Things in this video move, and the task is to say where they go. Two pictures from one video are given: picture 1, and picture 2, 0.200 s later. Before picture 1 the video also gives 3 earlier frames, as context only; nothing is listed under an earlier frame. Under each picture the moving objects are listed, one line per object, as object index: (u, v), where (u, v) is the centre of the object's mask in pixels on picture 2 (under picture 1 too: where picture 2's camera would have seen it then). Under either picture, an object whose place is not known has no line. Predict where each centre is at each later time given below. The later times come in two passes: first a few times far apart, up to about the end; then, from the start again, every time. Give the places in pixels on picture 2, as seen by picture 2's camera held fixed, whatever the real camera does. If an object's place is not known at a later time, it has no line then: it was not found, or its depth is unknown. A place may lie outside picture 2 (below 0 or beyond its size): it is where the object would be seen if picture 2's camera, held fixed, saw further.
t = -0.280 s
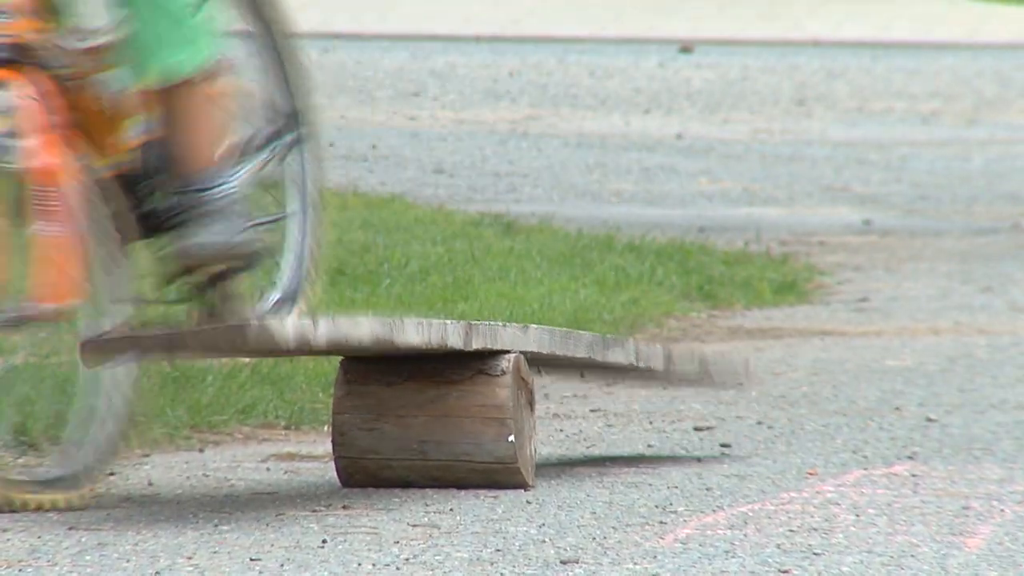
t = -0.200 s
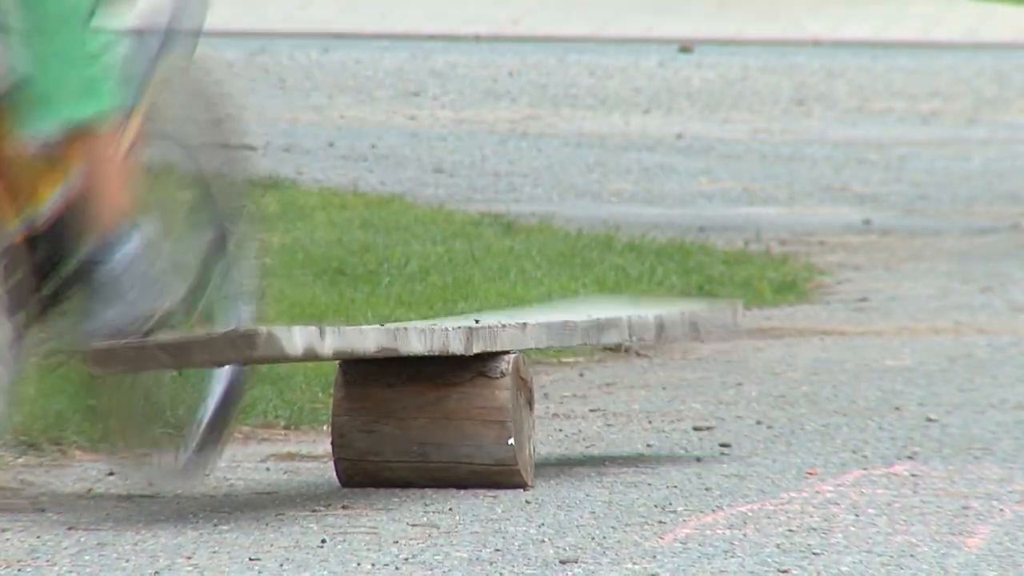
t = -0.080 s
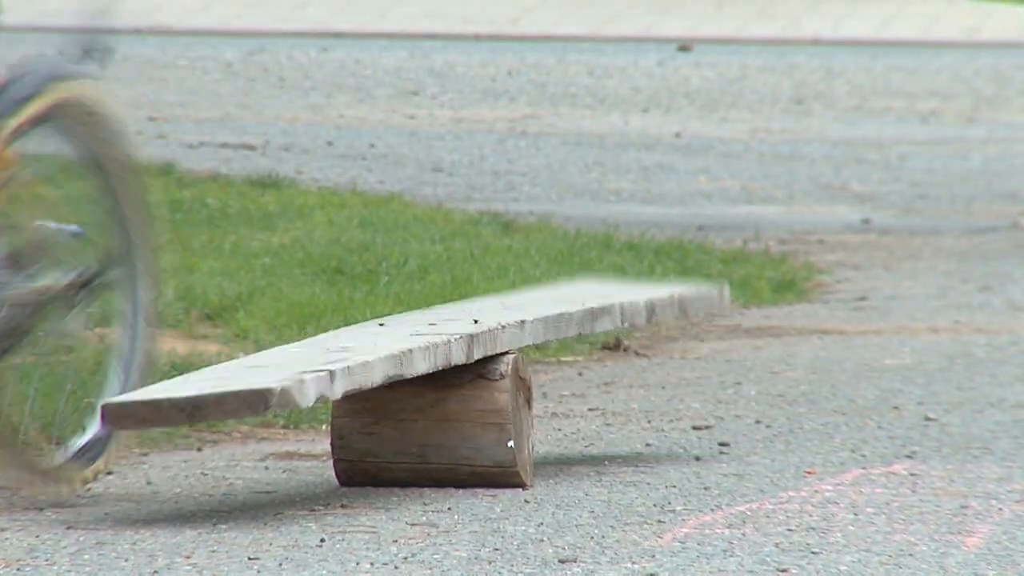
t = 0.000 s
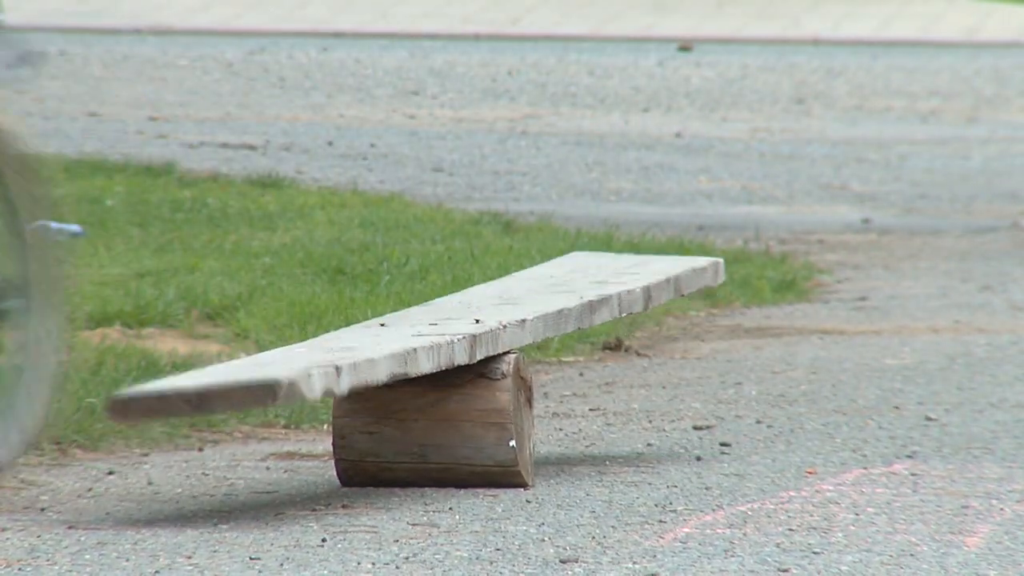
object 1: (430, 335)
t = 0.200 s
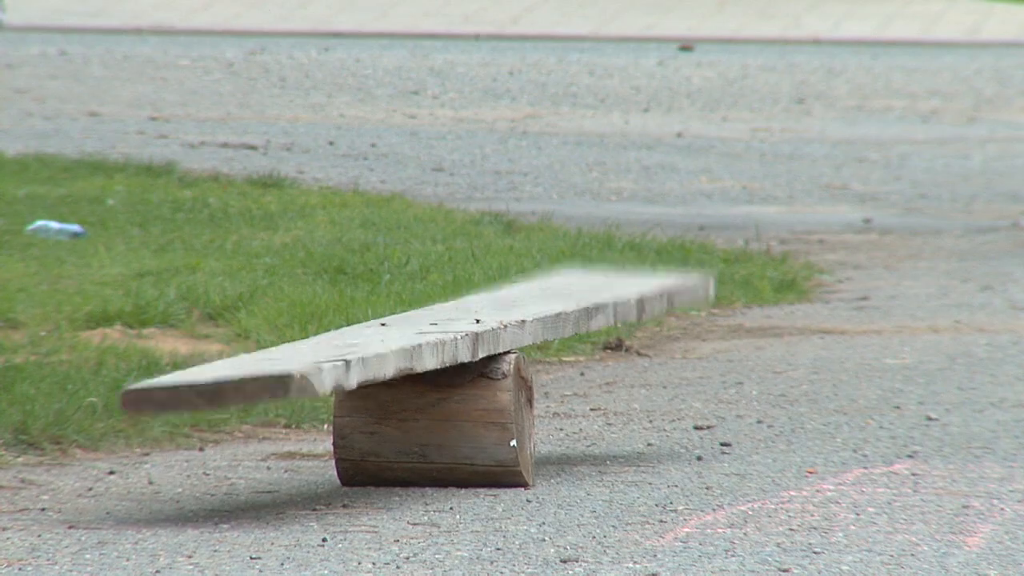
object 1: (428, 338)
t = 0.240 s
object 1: (408, 348)
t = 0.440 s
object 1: (416, 339)
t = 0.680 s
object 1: (415, 332)
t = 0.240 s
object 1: (408, 348)
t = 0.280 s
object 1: (408, 347)
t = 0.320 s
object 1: (435, 337)
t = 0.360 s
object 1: (415, 335)
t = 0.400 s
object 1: (409, 338)
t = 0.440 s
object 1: (416, 339)
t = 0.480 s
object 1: (402, 326)
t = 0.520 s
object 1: (394, 315)
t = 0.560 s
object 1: (394, 311)
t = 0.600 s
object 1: (387, 304)
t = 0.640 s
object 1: (399, 317)
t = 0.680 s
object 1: (415, 332)
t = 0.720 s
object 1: (395, 323)
